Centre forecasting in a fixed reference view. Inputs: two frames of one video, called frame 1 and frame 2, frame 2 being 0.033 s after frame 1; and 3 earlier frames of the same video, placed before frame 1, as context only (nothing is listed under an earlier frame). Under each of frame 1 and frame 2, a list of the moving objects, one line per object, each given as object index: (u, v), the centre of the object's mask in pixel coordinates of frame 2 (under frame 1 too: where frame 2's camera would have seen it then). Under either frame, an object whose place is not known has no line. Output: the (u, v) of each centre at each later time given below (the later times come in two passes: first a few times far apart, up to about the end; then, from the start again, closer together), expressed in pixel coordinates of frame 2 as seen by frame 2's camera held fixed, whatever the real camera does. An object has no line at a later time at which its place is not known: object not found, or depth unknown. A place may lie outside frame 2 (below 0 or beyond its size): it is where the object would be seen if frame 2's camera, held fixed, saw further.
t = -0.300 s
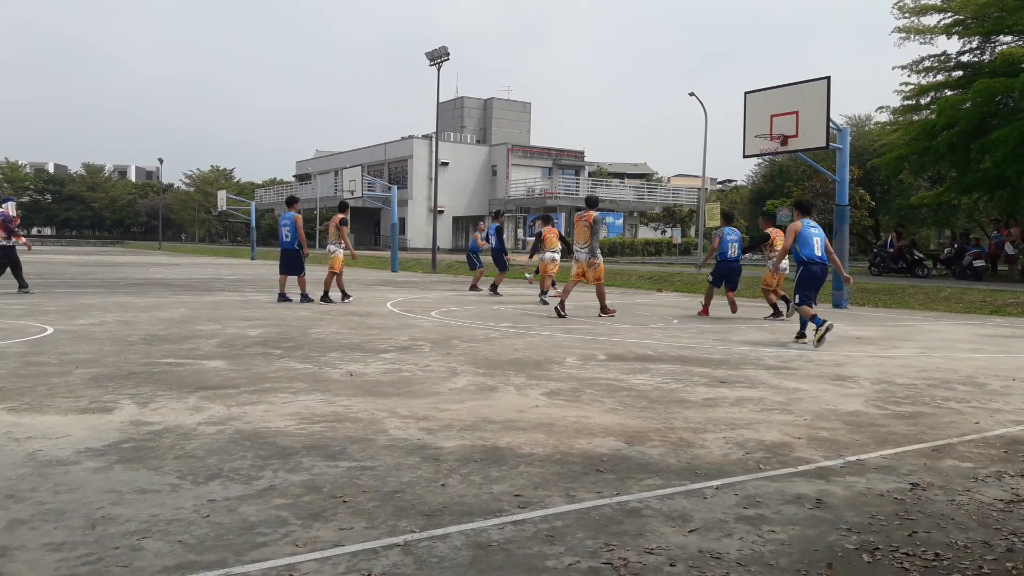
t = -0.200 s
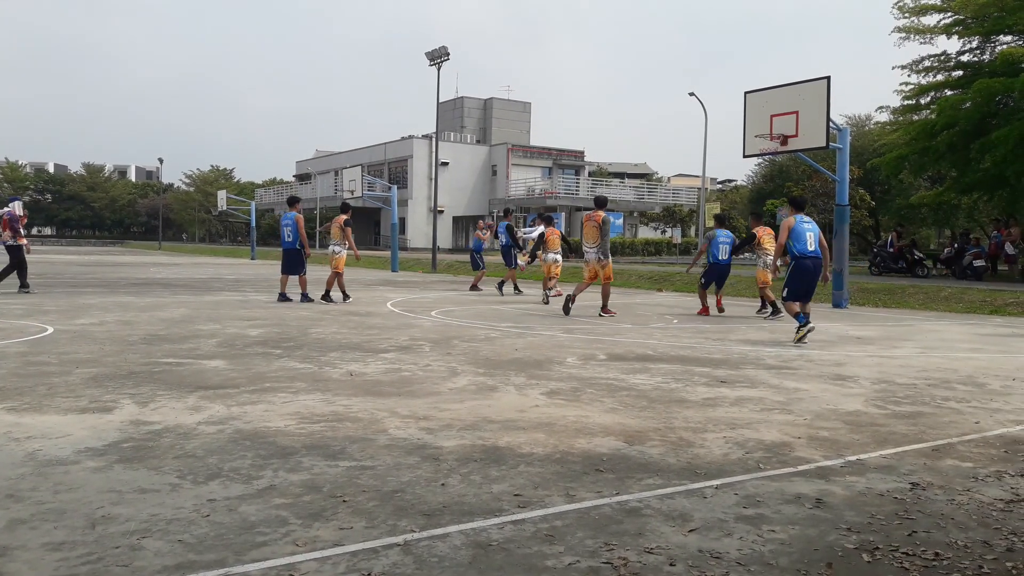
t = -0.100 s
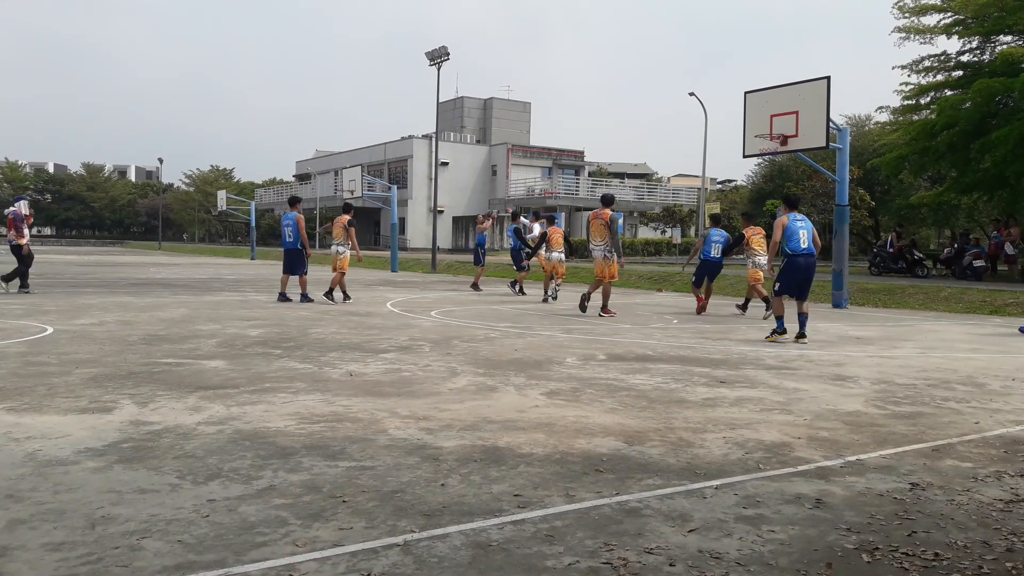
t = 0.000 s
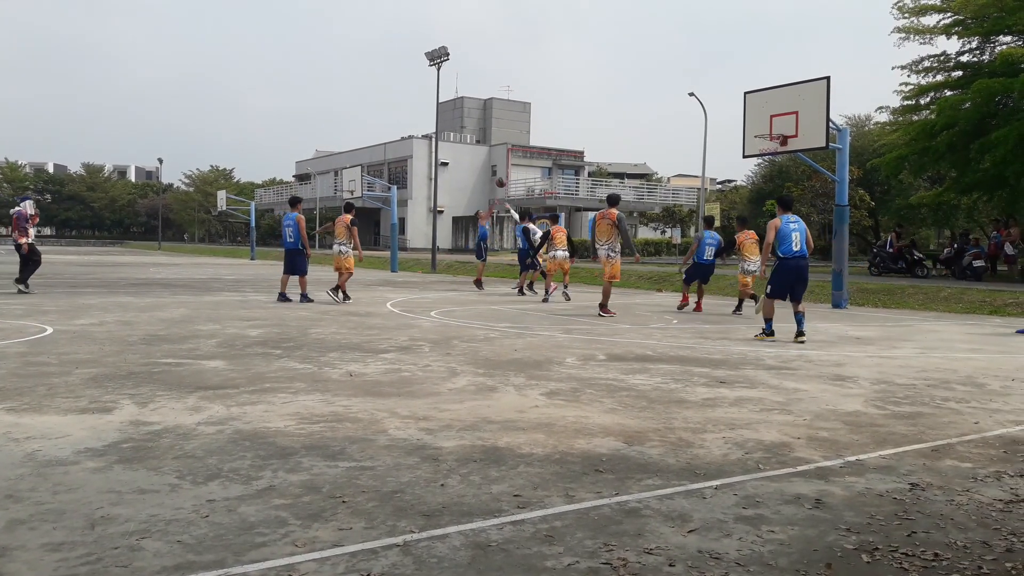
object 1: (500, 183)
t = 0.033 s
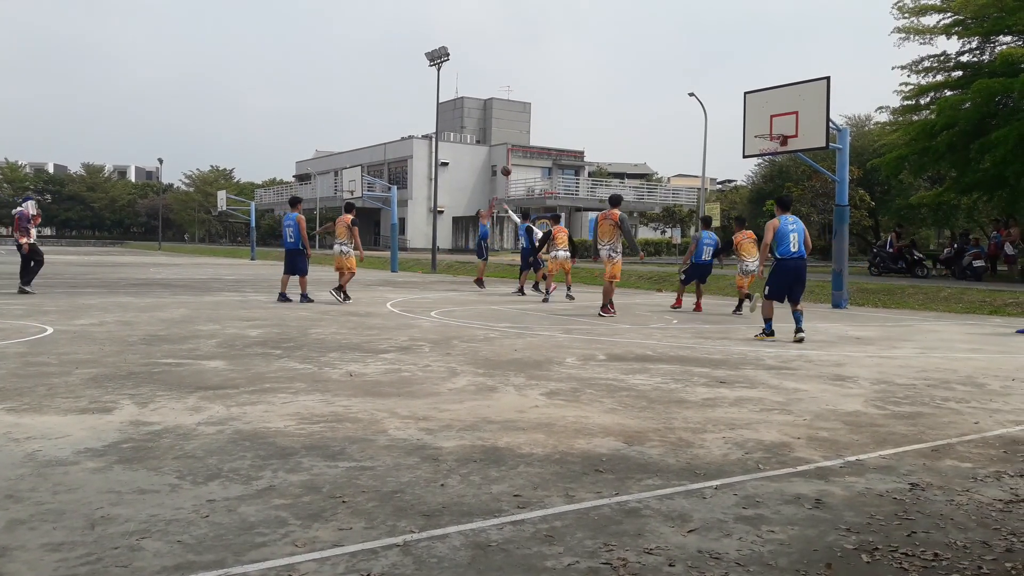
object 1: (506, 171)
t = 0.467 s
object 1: (576, 53)
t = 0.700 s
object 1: (617, 22)
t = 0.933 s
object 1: (660, 18)
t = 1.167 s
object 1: (704, 44)
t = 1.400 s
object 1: (748, 105)
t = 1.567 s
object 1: (780, 149)
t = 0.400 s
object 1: (565, 67)
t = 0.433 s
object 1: (570, 59)
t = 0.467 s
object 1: (576, 53)
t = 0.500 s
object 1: (582, 47)
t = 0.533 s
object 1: (588, 42)
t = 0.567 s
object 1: (594, 37)
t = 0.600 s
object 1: (599, 33)
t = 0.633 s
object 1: (605, 29)
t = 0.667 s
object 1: (611, 25)
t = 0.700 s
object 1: (617, 22)
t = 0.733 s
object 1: (623, 20)
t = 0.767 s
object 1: (629, 18)
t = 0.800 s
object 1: (635, 17)
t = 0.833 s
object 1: (641, 16)
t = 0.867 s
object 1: (647, 16)
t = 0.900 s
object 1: (653, 17)
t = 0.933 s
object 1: (660, 18)
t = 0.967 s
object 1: (666, 20)
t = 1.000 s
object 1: (672, 23)
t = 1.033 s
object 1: (678, 26)
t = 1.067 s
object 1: (684, 30)
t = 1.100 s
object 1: (691, 34)
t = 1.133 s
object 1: (698, 38)
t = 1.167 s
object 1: (704, 44)
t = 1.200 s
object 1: (710, 51)
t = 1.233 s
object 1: (717, 58)
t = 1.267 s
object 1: (723, 66)
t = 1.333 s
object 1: (735, 84)
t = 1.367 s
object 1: (742, 94)
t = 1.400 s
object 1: (748, 105)
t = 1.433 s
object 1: (755, 116)
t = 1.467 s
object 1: (761, 128)
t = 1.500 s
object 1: (768, 137)
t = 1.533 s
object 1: (774, 144)
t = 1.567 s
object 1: (780, 149)
